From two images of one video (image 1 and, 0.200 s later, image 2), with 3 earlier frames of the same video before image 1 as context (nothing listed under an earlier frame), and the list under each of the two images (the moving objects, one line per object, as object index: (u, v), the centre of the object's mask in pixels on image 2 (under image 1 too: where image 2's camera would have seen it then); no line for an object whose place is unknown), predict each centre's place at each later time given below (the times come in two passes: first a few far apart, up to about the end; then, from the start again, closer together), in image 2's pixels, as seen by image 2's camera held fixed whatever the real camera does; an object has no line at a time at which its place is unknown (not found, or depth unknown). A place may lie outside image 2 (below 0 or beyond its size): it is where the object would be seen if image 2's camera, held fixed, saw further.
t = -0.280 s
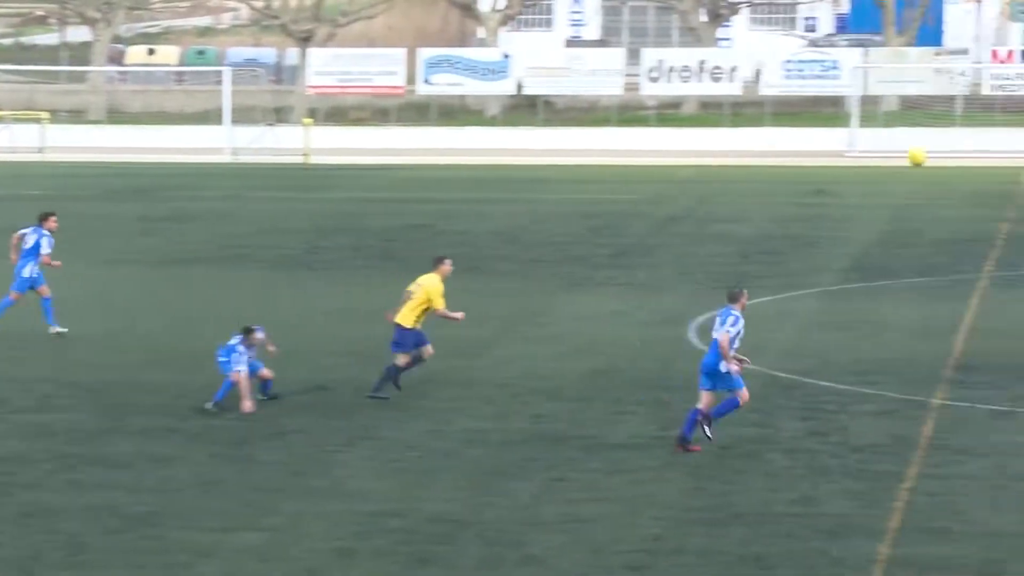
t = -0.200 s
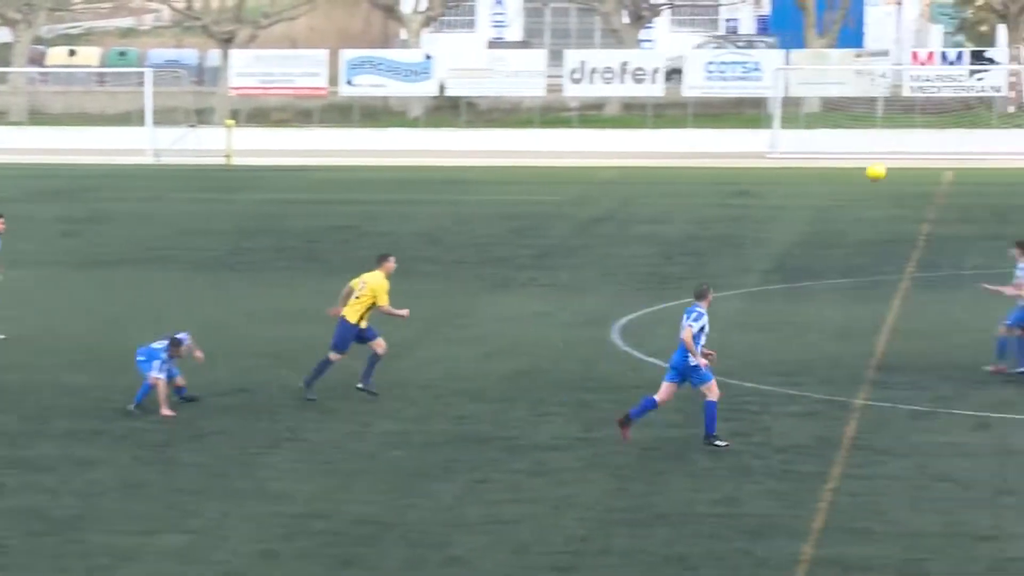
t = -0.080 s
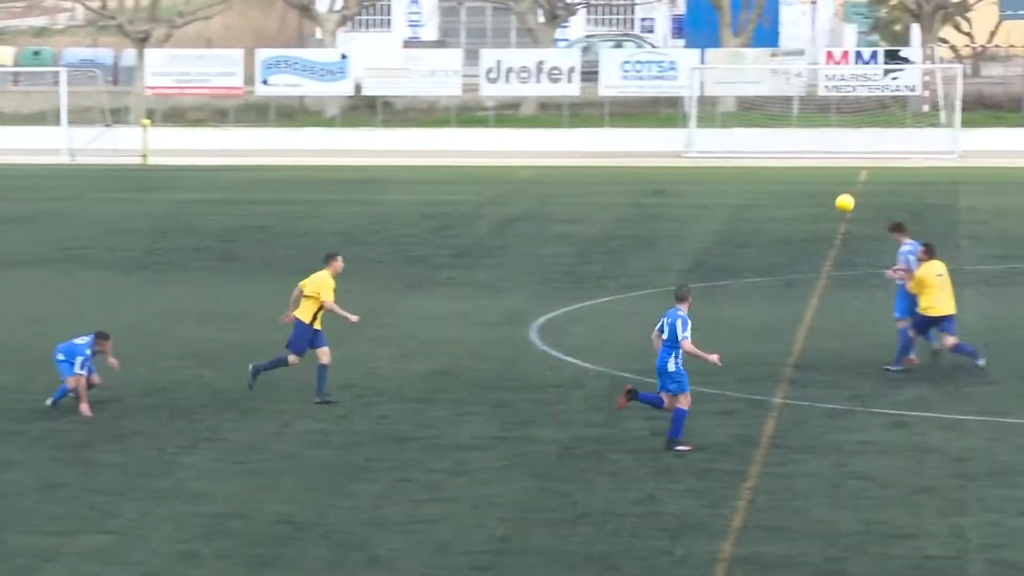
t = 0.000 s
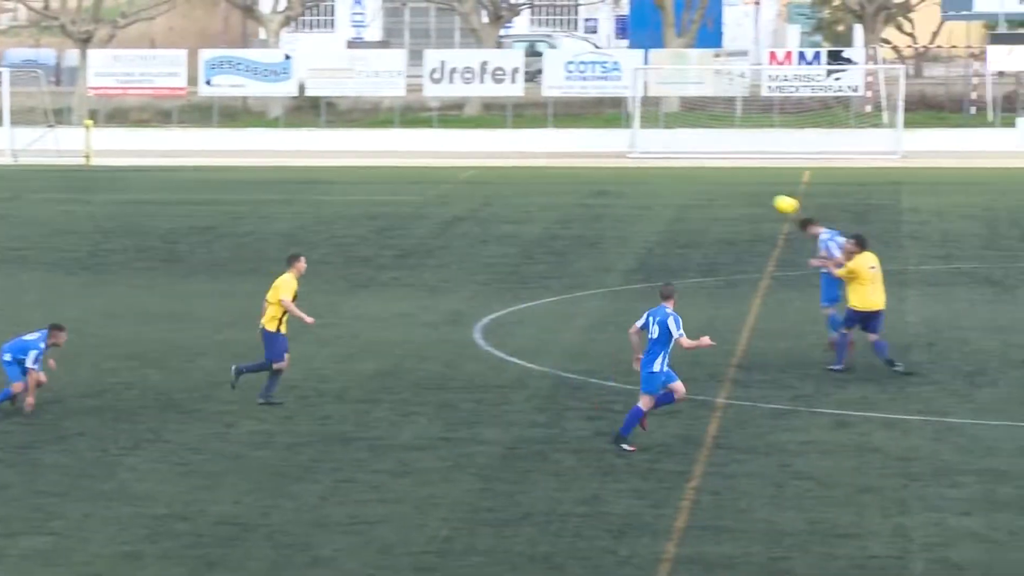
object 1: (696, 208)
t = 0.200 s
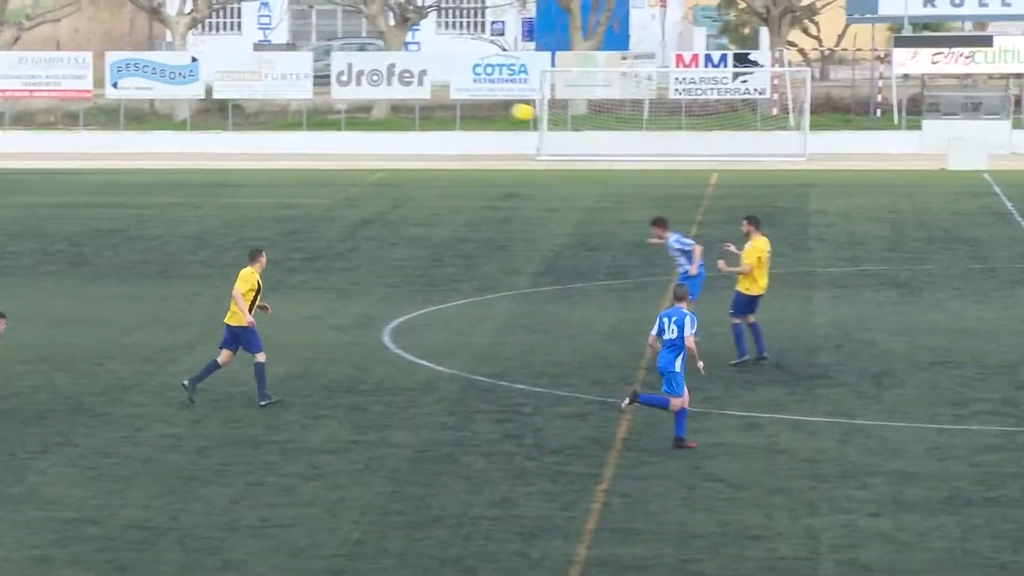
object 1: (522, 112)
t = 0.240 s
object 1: (489, 97)
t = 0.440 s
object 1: (333, 43)
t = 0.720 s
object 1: (131, 19)
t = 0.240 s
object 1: (489, 97)
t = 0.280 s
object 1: (456, 84)
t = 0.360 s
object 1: (393, 61)
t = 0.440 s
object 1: (333, 43)
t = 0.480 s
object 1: (303, 37)
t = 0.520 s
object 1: (274, 31)
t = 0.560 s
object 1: (245, 27)
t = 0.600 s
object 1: (217, 23)
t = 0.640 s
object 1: (189, 21)
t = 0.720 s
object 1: (131, 19)
